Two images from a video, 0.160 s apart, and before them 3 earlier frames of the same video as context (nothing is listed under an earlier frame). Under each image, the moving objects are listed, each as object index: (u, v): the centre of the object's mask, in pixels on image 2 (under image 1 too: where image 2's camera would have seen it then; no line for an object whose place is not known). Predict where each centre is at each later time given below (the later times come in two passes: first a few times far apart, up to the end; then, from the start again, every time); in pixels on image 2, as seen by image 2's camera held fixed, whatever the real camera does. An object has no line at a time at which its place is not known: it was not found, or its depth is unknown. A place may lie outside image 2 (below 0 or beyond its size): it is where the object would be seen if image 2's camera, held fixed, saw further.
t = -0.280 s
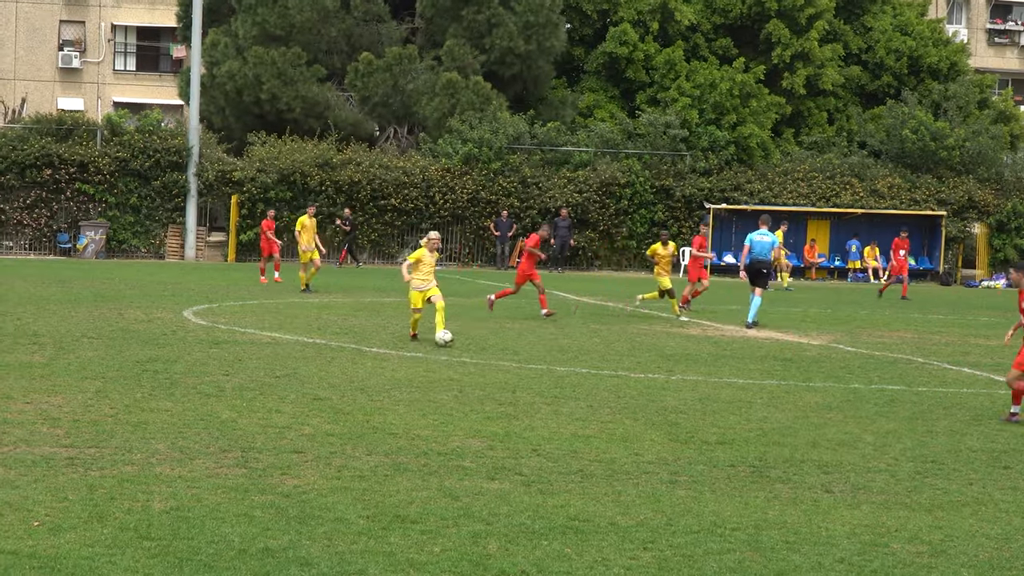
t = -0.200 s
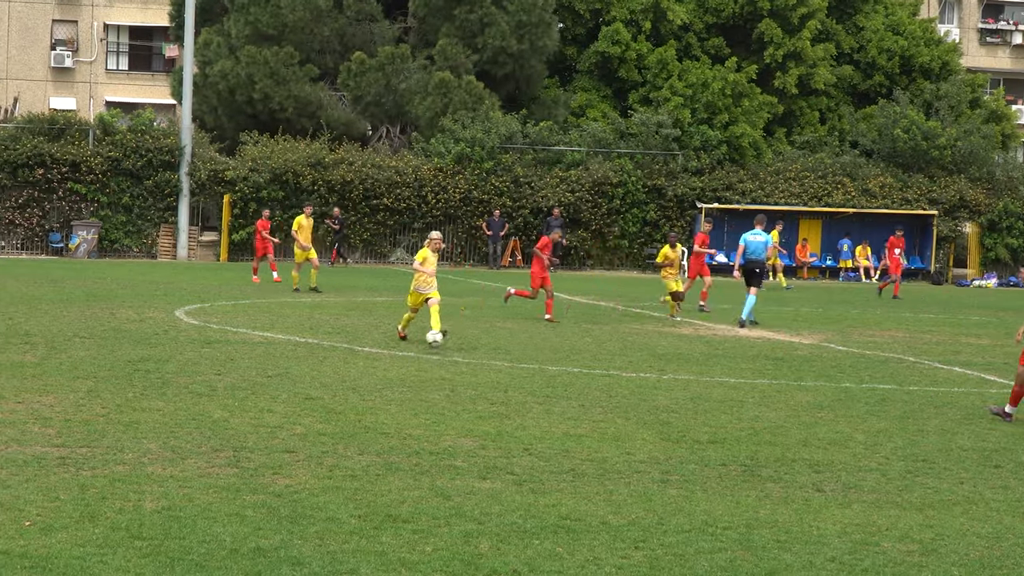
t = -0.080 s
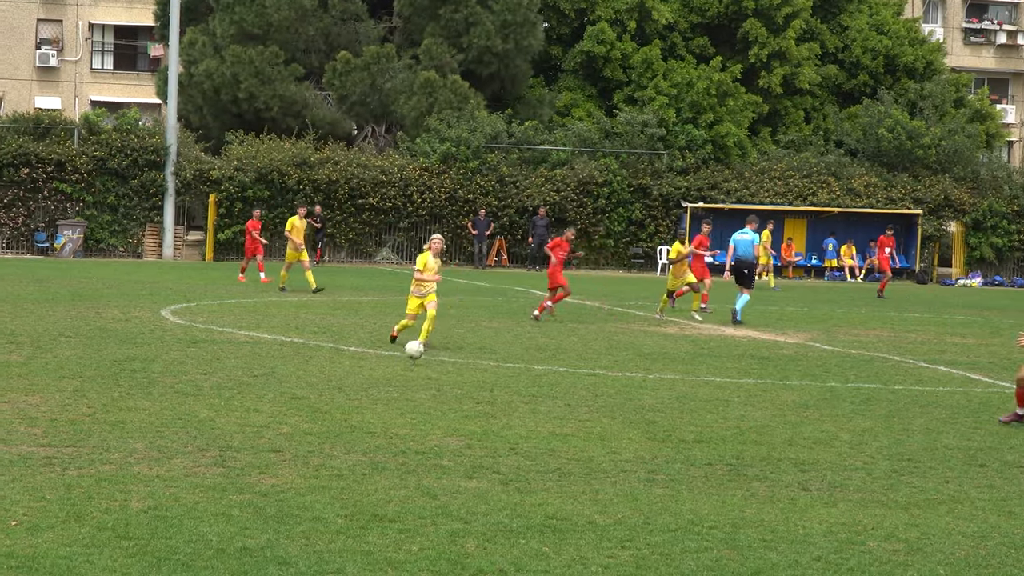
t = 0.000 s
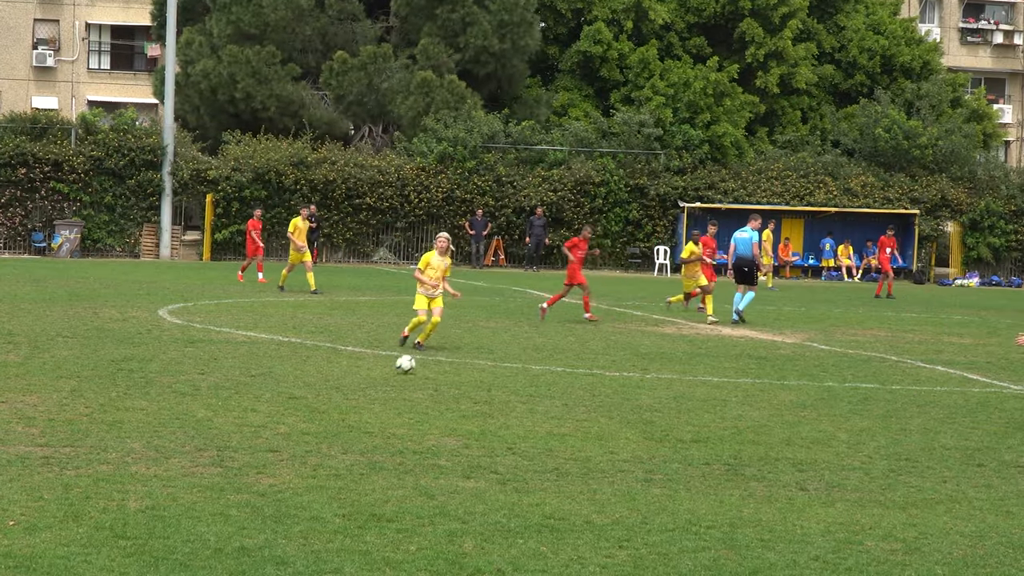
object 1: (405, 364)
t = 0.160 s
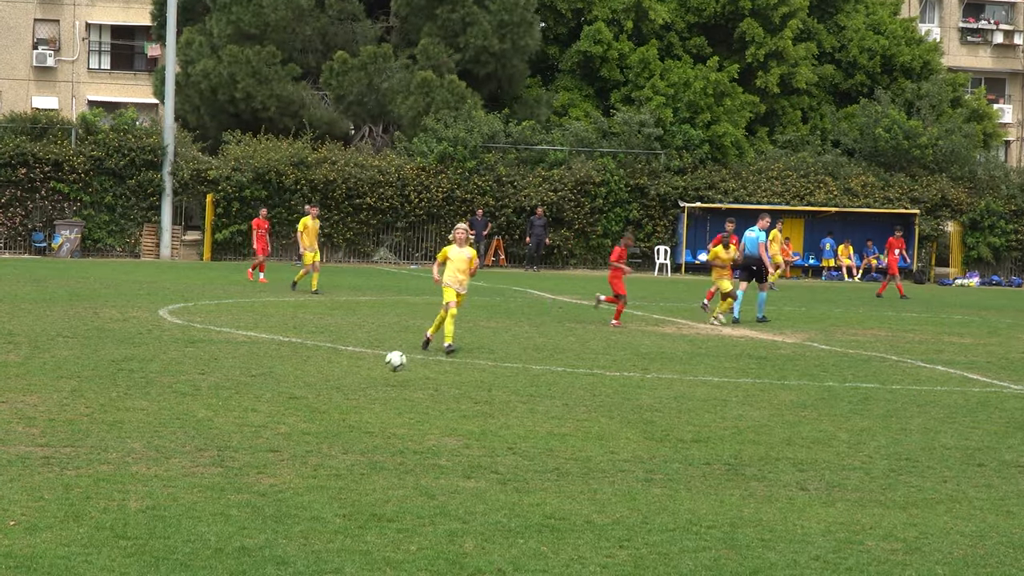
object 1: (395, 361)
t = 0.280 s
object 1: (385, 375)
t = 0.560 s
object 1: (368, 384)
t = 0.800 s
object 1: (354, 425)
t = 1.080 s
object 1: (337, 449)
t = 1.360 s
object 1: (317, 463)
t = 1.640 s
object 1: (294, 499)
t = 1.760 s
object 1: (282, 522)
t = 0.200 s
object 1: (393, 363)
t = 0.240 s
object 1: (389, 368)
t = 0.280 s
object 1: (385, 375)
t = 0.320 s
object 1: (381, 383)
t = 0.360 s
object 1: (377, 394)
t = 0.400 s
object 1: (375, 390)
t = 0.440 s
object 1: (373, 385)
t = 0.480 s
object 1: (372, 383)
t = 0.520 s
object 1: (370, 383)
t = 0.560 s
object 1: (368, 384)
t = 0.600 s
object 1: (366, 387)
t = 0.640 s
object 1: (364, 392)
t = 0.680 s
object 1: (361, 399)
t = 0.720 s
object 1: (359, 408)
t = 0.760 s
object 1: (356, 420)
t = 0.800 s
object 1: (354, 425)
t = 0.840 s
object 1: (352, 423)
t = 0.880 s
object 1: (350, 423)
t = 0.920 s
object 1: (347, 425)
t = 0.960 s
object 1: (345, 430)
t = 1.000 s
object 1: (342, 436)
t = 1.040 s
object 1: (339, 446)
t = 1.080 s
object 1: (337, 449)
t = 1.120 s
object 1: (334, 450)
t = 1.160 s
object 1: (331, 453)
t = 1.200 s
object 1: (328, 458)
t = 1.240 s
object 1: (325, 465)
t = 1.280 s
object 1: (322, 464)
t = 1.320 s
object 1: (320, 463)
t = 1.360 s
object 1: (317, 463)
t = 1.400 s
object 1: (314, 467)
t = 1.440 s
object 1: (312, 472)
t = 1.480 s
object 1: (309, 482)
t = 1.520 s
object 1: (305, 494)
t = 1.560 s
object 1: (302, 494)
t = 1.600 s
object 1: (298, 496)
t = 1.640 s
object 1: (294, 499)
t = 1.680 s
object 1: (291, 506)
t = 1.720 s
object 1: (286, 516)
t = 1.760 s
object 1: (282, 522)
